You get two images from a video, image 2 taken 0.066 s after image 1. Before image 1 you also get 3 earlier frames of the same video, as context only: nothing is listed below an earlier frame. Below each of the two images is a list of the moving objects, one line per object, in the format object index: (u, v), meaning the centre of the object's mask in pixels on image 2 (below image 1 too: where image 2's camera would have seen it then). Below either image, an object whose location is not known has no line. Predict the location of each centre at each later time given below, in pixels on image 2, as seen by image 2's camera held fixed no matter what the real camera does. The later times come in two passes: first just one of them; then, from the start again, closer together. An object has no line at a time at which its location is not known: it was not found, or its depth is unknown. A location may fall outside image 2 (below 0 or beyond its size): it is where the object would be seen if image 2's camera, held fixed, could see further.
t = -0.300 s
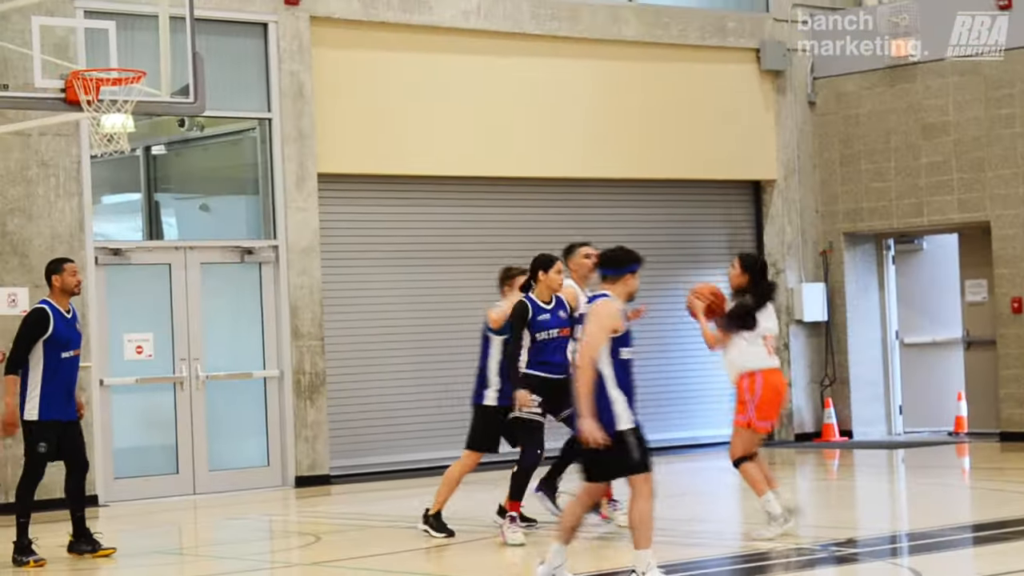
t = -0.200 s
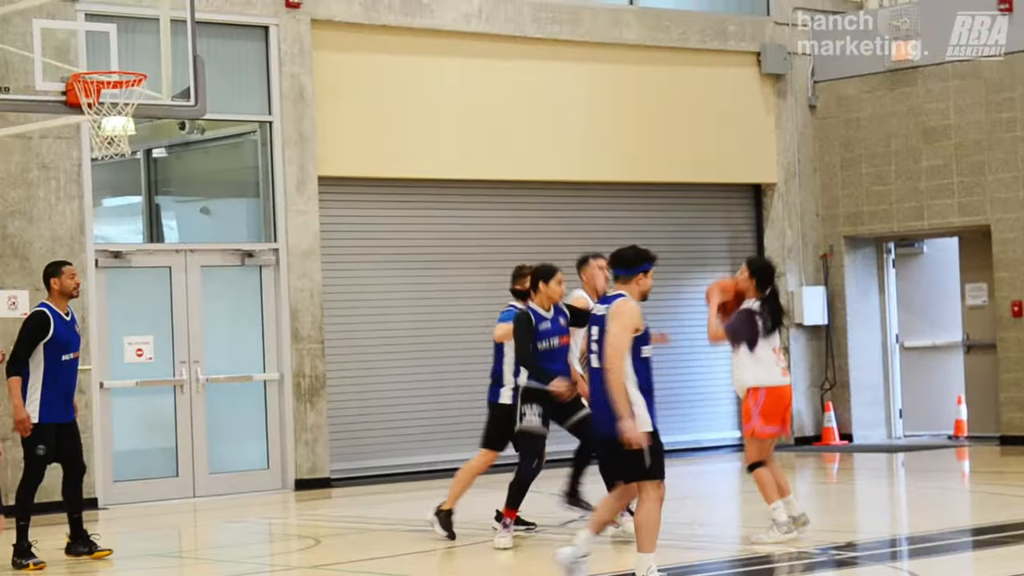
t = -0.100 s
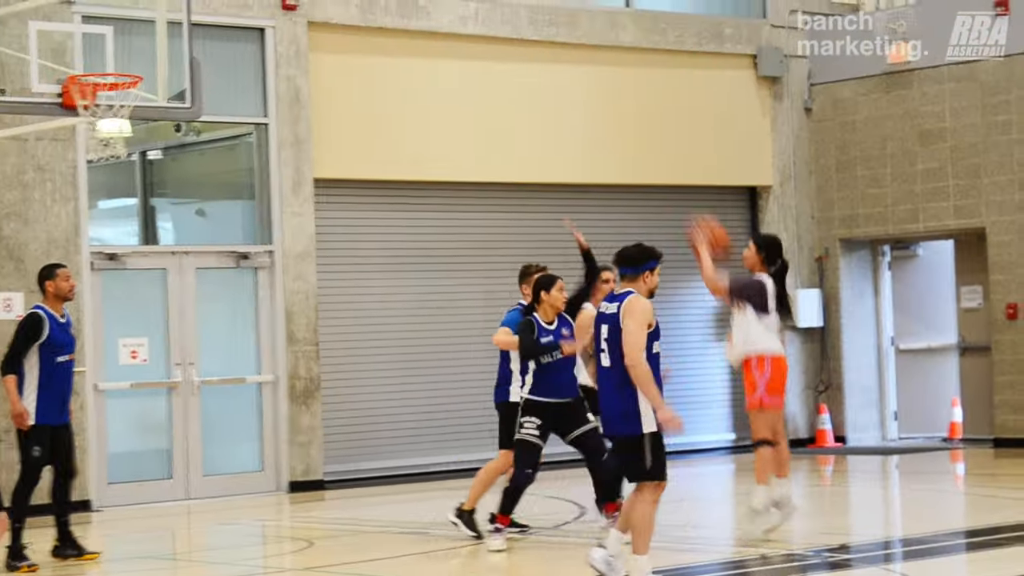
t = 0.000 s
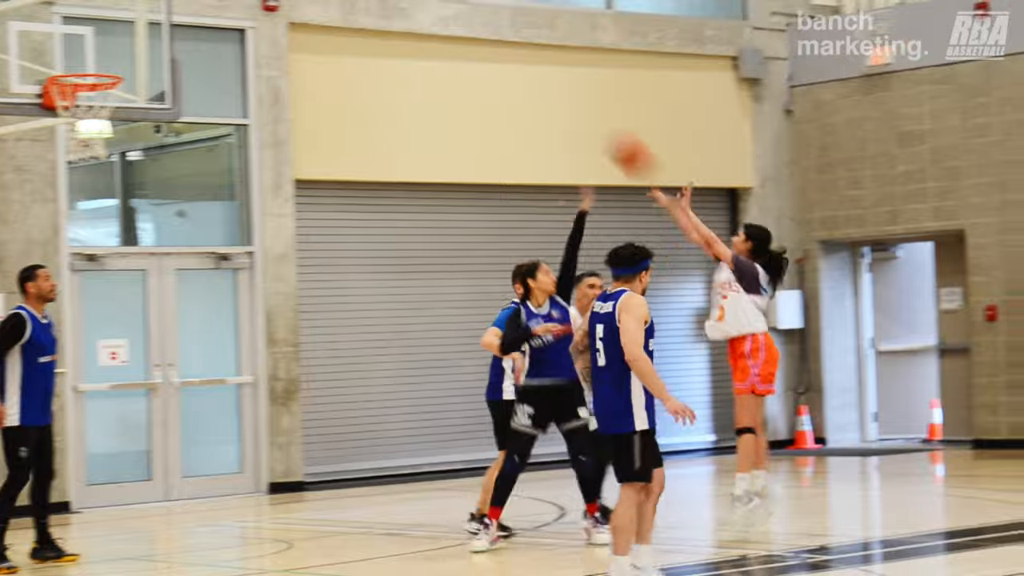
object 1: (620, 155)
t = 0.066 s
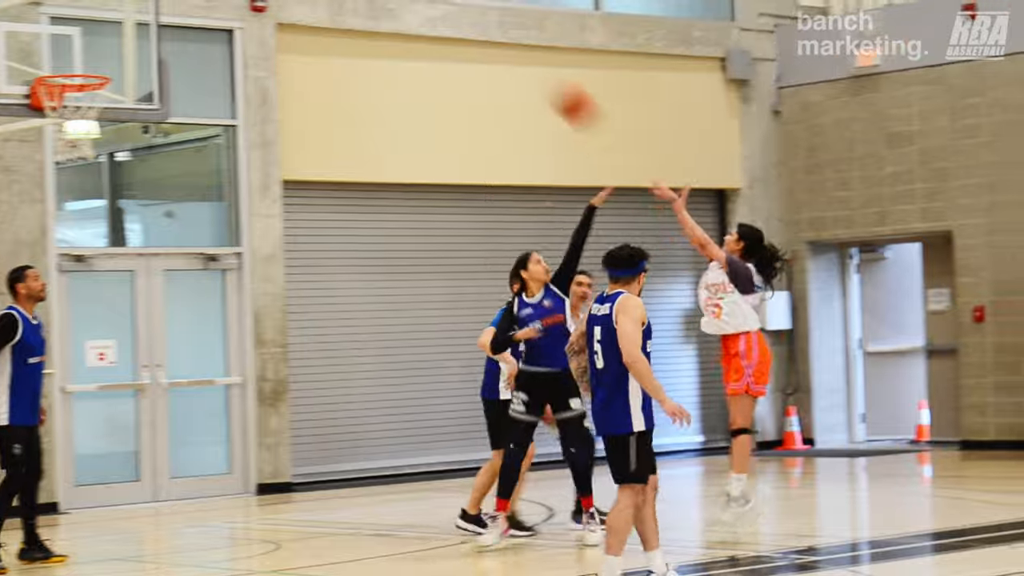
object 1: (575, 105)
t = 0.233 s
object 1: (463, 9)
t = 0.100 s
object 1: (553, 82)
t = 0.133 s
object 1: (531, 60)
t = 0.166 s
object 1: (508, 43)
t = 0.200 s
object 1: (485, 24)
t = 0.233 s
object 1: (463, 9)
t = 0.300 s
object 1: (423, -13)
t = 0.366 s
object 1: (377, -30)
